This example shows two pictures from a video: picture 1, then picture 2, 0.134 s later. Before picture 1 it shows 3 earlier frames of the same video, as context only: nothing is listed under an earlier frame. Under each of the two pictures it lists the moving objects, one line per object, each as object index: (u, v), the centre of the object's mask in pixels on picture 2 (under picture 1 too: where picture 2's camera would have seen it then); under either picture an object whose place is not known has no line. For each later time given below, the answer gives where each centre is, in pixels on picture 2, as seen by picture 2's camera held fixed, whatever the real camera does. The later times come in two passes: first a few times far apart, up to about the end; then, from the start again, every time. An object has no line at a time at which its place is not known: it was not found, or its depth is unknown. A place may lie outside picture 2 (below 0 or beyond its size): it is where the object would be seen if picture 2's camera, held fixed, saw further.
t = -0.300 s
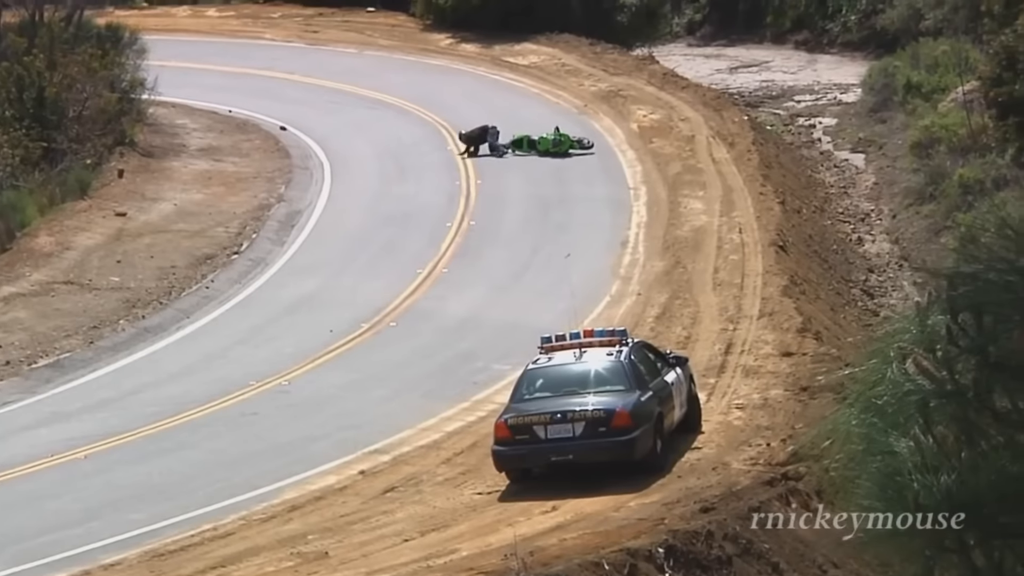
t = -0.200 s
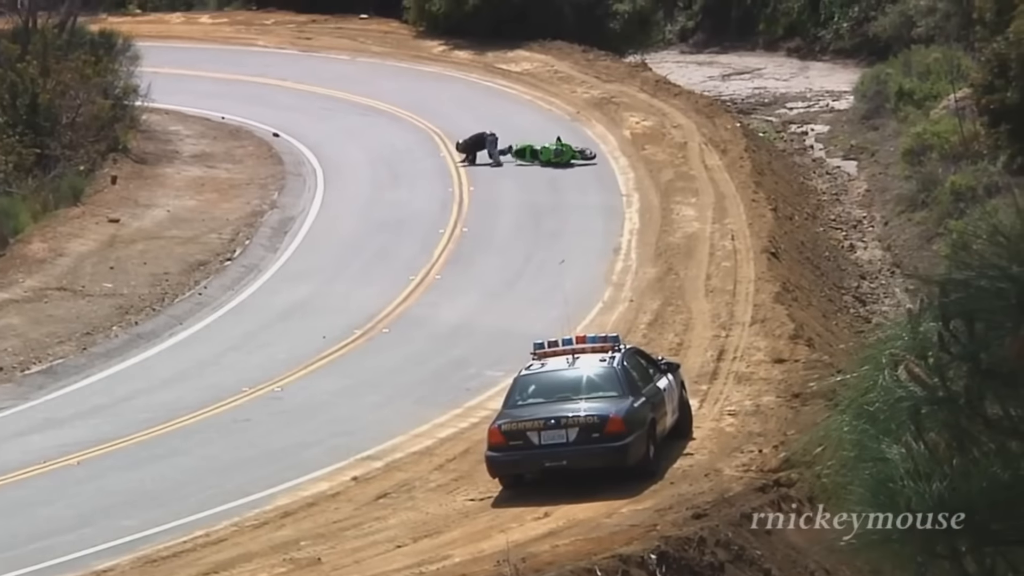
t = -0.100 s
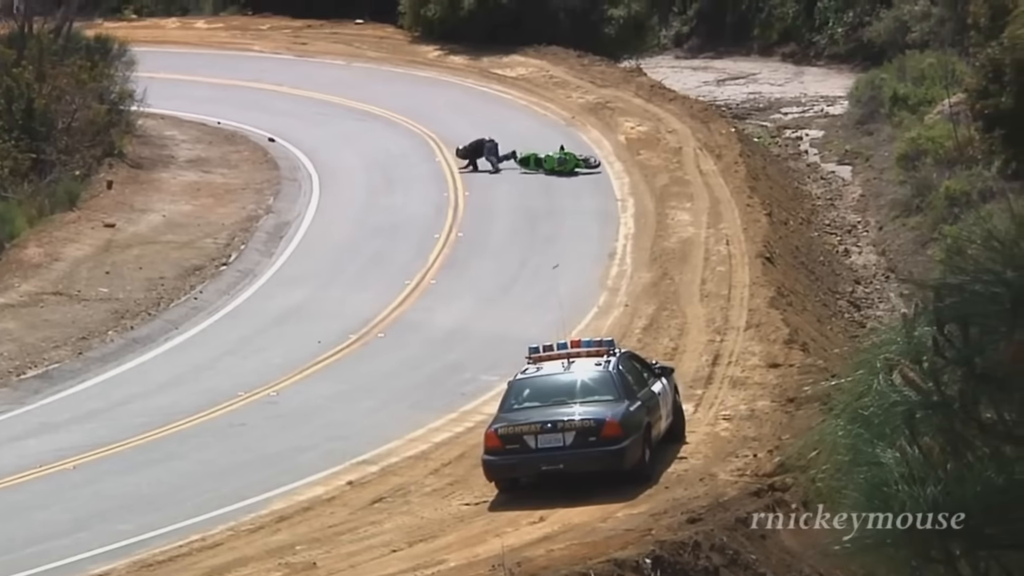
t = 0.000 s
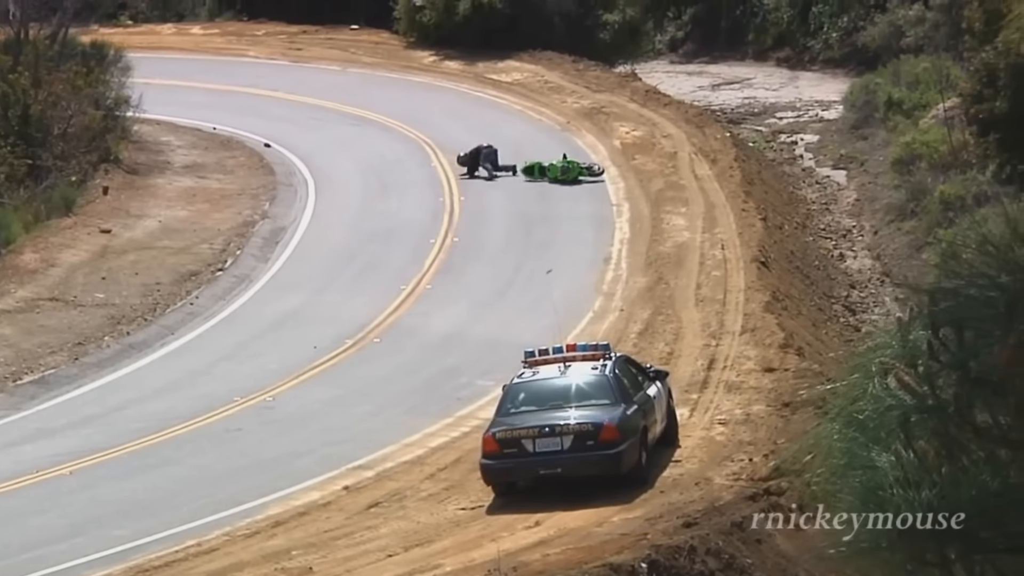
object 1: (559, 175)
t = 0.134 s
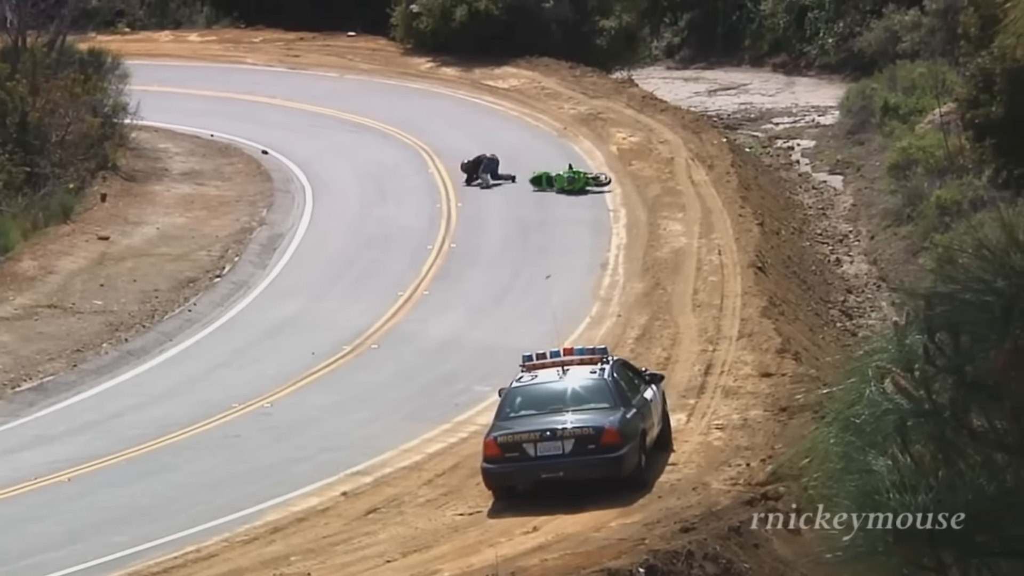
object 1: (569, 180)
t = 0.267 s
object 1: (578, 186)
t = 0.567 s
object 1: (595, 194)
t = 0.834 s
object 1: (607, 198)
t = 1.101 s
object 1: (612, 201)
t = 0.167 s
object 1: (571, 182)
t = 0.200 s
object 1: (574, 183)
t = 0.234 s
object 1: (576, 185)
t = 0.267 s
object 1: (578, 186)
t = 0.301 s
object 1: (580, 187)
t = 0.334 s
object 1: (582, 188)
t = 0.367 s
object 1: (584, 189)
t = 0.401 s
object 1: (586, 190)
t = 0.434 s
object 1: (588, 192)
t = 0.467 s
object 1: (590, 192)
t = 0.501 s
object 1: (592, 193)
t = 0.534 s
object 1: (593, 193)
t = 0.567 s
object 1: (595, 194)
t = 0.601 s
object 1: (597, 195)
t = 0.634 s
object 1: (599, 195)
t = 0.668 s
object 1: (600, 196)
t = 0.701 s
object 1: (602, 196)
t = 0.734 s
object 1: (604, 197)
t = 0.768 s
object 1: (605, 197)
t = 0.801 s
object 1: (606, 198)
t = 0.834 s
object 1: (607, 198)
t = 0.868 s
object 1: (608, 198)
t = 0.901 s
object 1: (609, 199)
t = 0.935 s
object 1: (610, 199)
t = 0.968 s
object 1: (610, 199)
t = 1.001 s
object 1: (611, 200)
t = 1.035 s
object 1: (611, 200)
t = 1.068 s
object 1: (612, 201)
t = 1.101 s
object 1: (612, 201)
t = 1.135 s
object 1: (612, 201)
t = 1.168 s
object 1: (613, 201)
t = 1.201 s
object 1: (613, 202)
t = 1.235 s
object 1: (613, 202)
